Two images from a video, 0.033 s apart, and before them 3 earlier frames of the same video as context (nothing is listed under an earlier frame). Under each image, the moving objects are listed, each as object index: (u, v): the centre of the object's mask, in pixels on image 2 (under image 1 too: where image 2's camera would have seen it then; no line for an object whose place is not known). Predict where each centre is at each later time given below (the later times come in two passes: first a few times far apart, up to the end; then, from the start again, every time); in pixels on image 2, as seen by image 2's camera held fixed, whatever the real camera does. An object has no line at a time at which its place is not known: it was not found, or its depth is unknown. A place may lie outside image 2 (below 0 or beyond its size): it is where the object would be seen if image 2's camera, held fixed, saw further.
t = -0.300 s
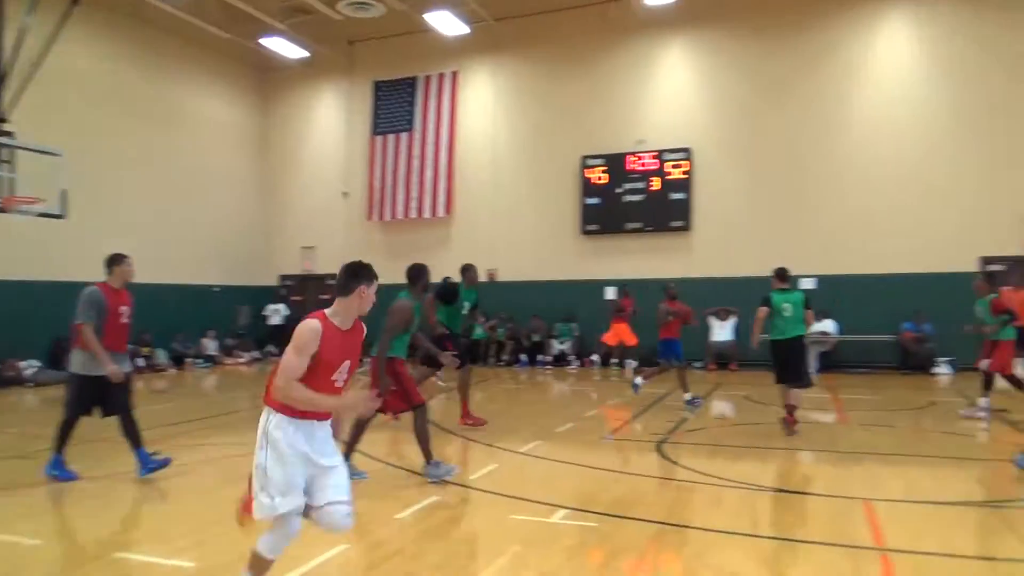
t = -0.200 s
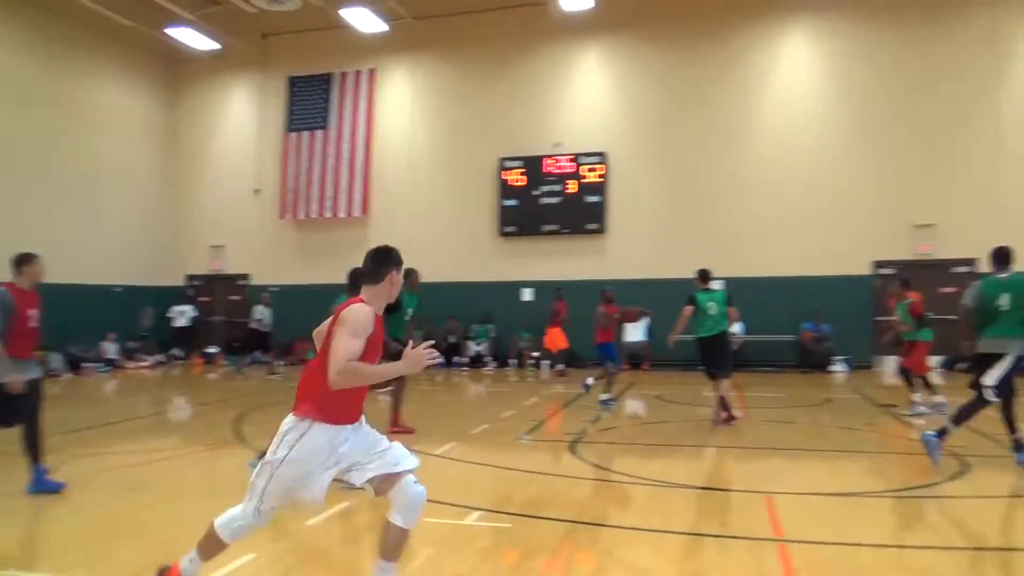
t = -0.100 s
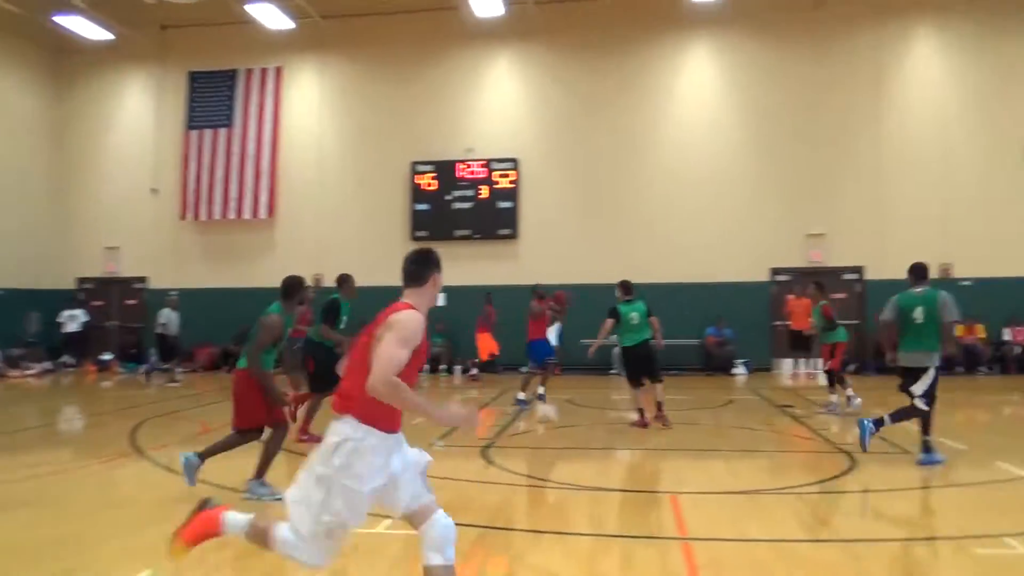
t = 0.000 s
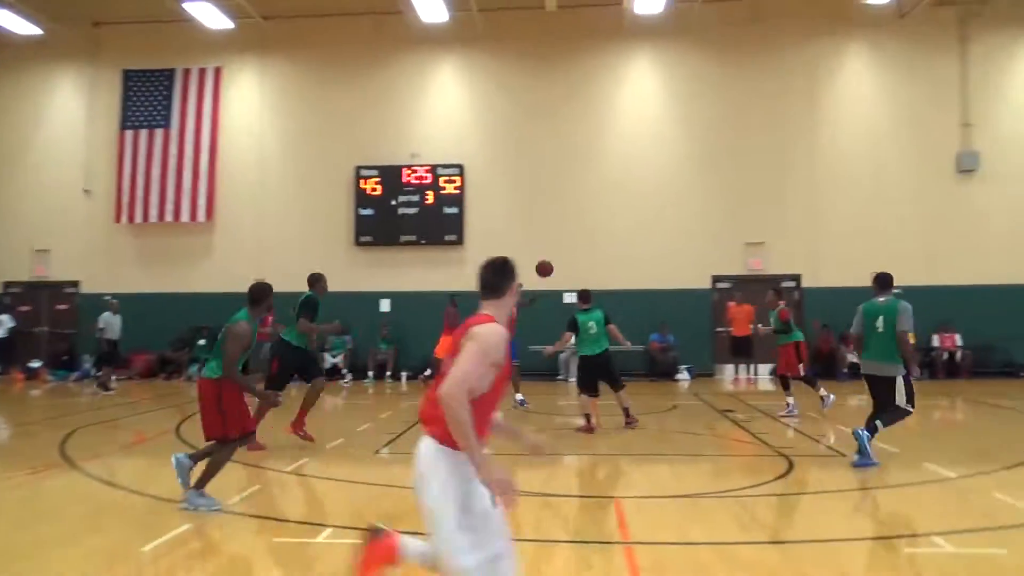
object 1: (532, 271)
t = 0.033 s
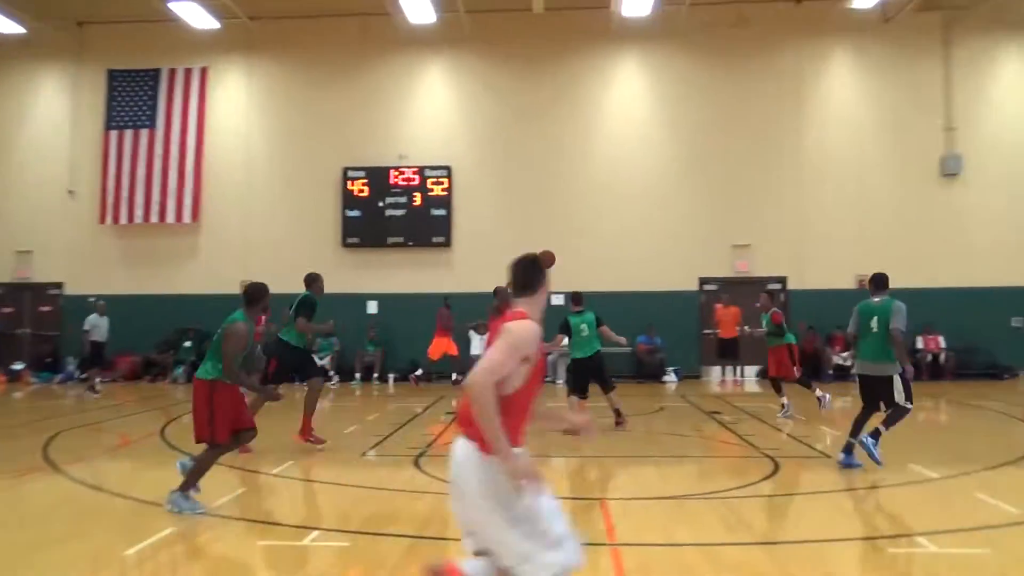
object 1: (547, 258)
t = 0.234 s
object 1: (645, 196)
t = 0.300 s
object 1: (685, 178)
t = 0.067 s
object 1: (560, 246)
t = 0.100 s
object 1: (577, 236)
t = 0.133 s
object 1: (593, 226)
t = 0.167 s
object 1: (609, 215)
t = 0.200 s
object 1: (627, 205)
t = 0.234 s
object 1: (645, 196)
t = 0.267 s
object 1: (664, 186)
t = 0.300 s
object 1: (685, 178)
